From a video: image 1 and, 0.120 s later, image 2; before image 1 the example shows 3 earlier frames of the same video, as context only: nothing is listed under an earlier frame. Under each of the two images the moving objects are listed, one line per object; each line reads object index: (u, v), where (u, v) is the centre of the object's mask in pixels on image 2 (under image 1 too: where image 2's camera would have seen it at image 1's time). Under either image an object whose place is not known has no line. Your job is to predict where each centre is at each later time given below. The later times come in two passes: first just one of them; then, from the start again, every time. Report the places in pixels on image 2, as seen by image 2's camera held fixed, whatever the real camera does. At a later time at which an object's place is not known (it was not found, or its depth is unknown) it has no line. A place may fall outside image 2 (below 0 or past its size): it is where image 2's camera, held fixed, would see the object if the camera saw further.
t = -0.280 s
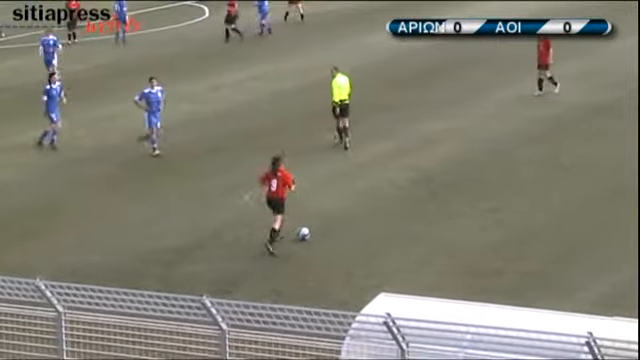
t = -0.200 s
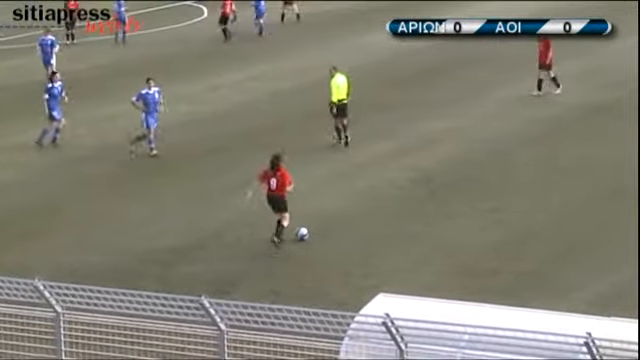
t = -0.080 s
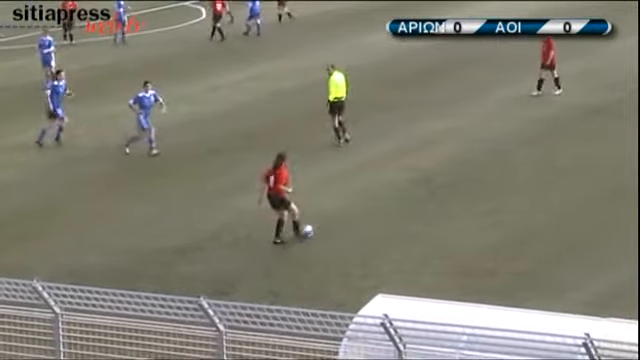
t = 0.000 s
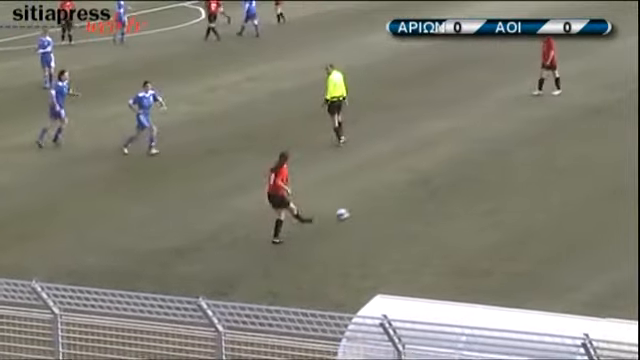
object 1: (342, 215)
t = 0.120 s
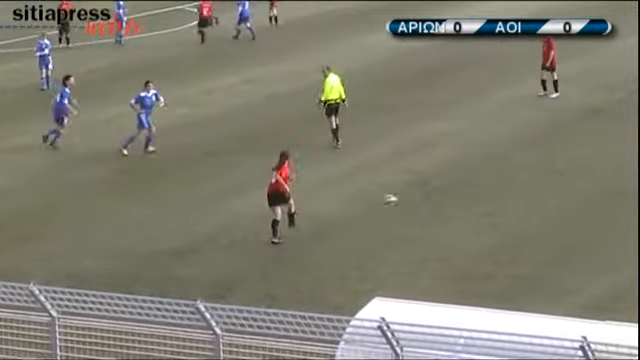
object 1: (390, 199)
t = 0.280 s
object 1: (445, 184)
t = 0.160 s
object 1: (404, 197)
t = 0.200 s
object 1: (420, 195)
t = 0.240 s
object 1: (434, 189)
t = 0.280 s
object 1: (445, 184)
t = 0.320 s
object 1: (455, 178)
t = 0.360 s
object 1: (465, 175)
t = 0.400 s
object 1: (476, 171)
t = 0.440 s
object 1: (482, 172)
